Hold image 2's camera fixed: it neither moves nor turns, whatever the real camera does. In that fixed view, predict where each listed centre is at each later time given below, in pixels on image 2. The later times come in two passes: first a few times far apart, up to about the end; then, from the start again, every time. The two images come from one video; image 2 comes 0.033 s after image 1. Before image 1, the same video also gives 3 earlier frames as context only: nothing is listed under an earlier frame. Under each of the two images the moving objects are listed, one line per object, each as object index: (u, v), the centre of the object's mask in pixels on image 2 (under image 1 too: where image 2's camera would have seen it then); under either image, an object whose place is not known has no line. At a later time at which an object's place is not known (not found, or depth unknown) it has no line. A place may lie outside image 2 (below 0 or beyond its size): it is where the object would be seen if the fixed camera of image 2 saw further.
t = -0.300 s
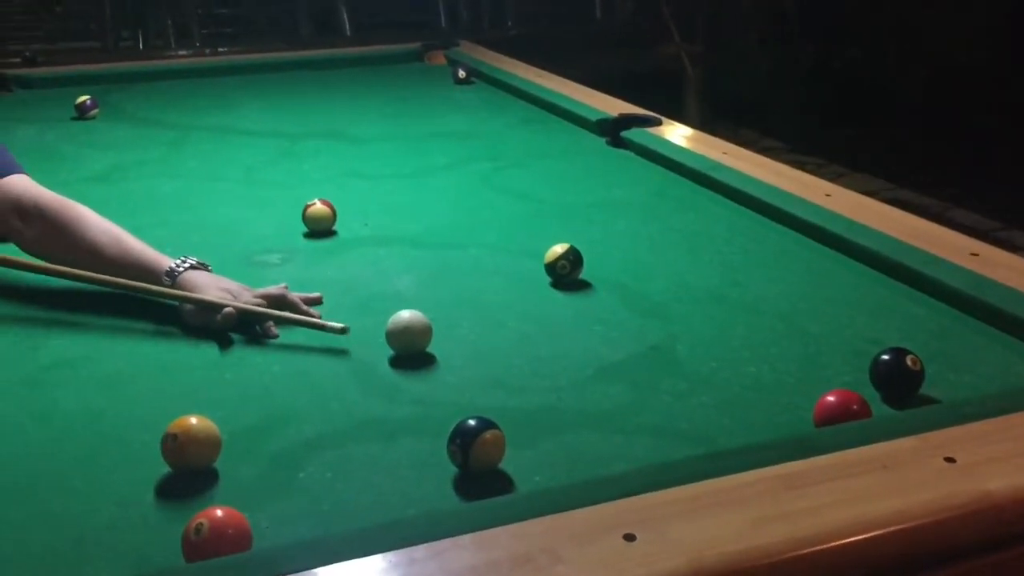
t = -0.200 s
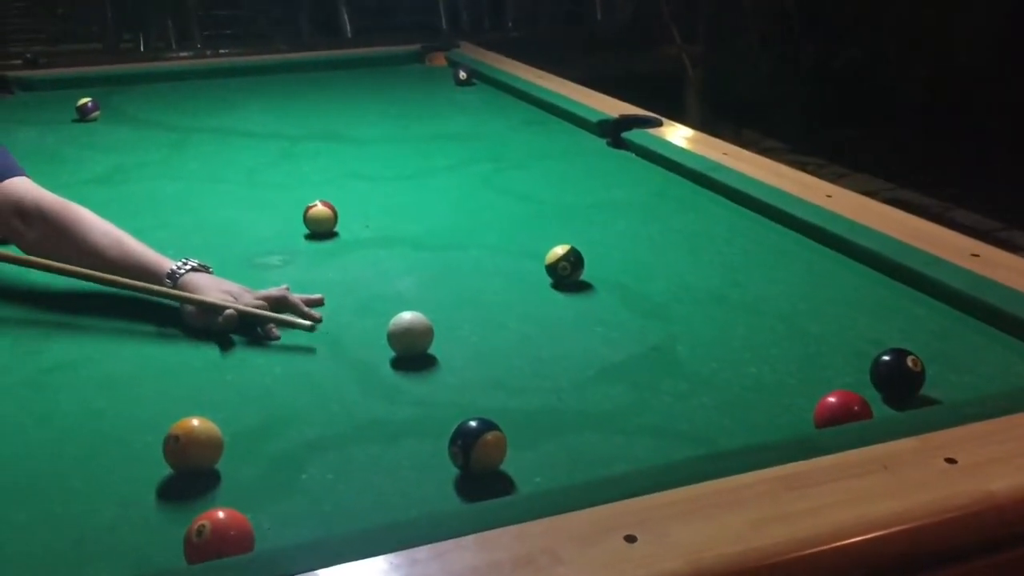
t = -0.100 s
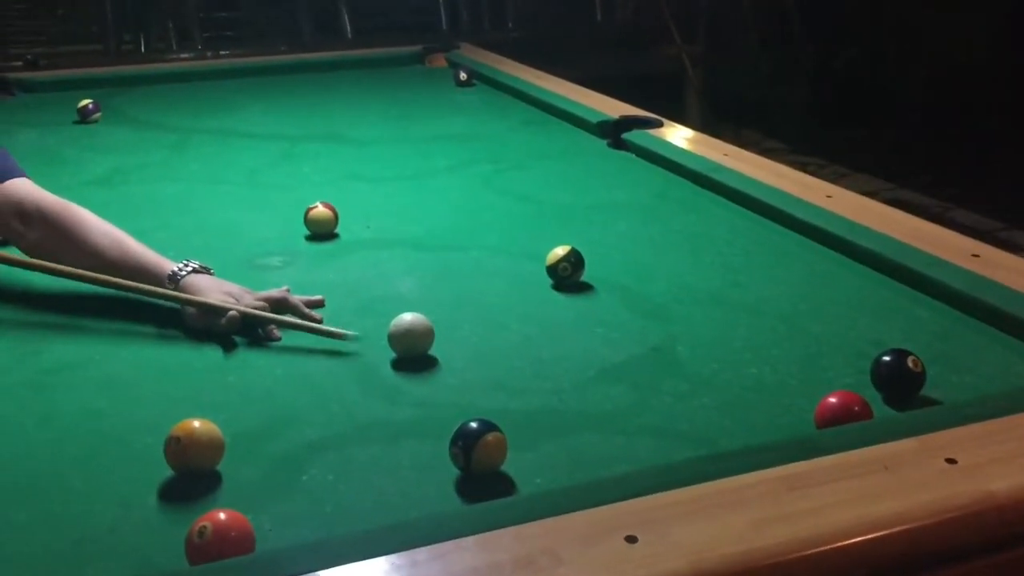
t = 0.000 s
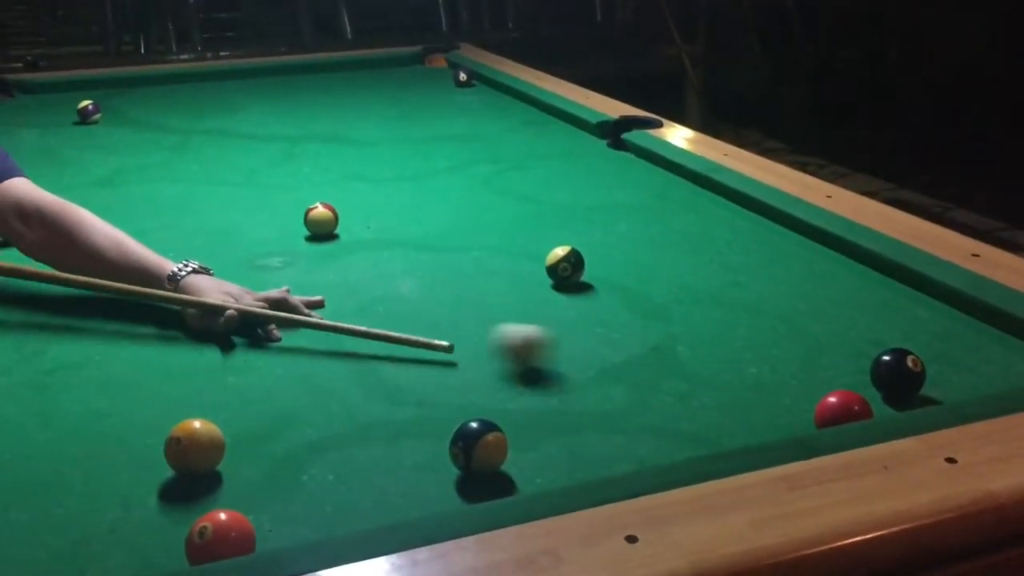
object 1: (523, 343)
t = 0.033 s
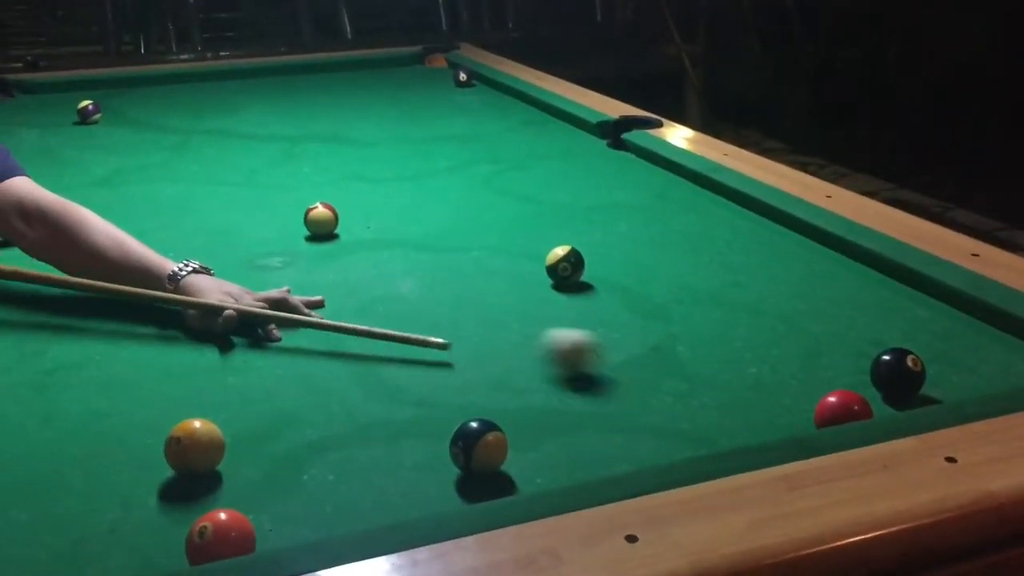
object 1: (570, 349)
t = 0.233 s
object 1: (803, 376)
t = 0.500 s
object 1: (902, 386)
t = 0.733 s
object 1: (885, 359)
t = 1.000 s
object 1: (870, 332)
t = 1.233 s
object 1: (861, 312)
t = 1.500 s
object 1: (853, 294)
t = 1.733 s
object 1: (849, 282)
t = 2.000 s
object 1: (846, 270)
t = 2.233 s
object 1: (846, 261)
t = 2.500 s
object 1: (846, 254)
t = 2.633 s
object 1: (842, 254)
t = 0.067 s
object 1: (616, 354)
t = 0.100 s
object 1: (659, 357)
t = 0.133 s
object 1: (699, 363)
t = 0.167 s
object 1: (736, 367)
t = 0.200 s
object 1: (772, 371)
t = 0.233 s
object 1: (803, 376)
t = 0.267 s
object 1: (833, 375)
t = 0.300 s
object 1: (863, 380)
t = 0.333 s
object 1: (880, 388)
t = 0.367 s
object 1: (897, 393)
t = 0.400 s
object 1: (910, 393)
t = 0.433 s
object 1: (907, 390)
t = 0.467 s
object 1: (905, 389)
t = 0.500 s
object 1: (902, 386)
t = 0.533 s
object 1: (900, 384)
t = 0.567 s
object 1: (897, 379)
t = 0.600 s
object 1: (895, 374)
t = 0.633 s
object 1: (892, 370)
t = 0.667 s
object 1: (889, 367)
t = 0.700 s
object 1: (887, 363)
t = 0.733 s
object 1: (885, 359)
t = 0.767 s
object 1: (883, 354)
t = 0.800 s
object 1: (881, 351)
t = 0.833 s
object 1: (879, 347)
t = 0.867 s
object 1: (877, 344)
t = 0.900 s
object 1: (875, 340)
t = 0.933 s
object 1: (874, 338)
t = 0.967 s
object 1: (872, 335)
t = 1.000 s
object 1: (870, 332)
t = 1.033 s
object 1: (869, 328)
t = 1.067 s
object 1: (867, 326)
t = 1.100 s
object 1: (866, 323)
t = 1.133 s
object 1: (864, 320)
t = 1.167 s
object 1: (863, 318)
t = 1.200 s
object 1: (862, 315)
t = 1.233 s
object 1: (861, 312)
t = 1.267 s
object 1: (860, 310)
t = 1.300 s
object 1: (858, 307)
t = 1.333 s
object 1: (857, 305)
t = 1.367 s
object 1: (856, 303)
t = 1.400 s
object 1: (855, 301)
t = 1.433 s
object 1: (854, 298)
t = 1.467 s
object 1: (853, 296)
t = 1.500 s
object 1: (853, 294)
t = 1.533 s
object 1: (852, 292)
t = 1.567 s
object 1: (851, 290)
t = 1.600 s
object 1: (851, 289)
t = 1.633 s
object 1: (850, 287)
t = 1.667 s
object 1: (850, 285)
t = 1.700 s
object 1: (849, 283)
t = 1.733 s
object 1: (849, 282)
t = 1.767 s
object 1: (848, 280)
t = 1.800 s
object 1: (848, 278)
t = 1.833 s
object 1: (848, 276)
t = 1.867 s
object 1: (847, 275)
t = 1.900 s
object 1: (847, 274)
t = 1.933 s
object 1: (847, 272)
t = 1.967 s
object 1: (847, 271)
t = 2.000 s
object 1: (846, 270)
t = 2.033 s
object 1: (847, 268)
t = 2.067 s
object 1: (846, 267)
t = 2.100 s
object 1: (846, 266)
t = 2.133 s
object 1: (846, 265)
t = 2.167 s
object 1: (846, 264)
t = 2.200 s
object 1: (846, 262)
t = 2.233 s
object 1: (846, 261)
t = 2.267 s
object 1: (846, 260)
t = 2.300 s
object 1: (846, 259)
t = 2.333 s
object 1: (846, 258)
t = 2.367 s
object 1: (846, 257)
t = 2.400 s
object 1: (846, 256)
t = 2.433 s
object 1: (847, 256)
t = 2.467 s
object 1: (846, 255)
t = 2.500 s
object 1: (846, 254)
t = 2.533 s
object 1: (844, 254)
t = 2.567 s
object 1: (844, 254)
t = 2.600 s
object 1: (842, 254)
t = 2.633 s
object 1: (842, 254)
